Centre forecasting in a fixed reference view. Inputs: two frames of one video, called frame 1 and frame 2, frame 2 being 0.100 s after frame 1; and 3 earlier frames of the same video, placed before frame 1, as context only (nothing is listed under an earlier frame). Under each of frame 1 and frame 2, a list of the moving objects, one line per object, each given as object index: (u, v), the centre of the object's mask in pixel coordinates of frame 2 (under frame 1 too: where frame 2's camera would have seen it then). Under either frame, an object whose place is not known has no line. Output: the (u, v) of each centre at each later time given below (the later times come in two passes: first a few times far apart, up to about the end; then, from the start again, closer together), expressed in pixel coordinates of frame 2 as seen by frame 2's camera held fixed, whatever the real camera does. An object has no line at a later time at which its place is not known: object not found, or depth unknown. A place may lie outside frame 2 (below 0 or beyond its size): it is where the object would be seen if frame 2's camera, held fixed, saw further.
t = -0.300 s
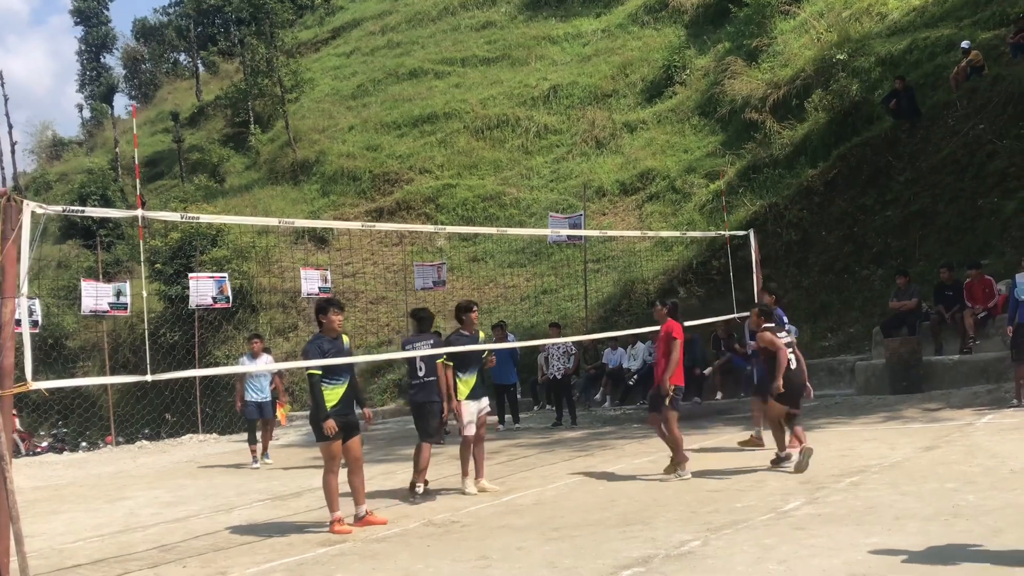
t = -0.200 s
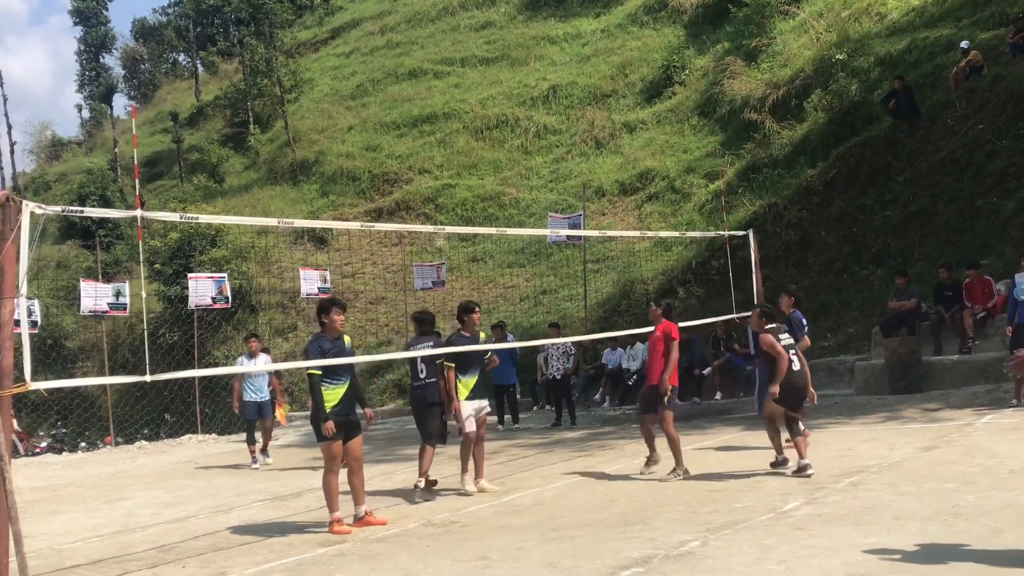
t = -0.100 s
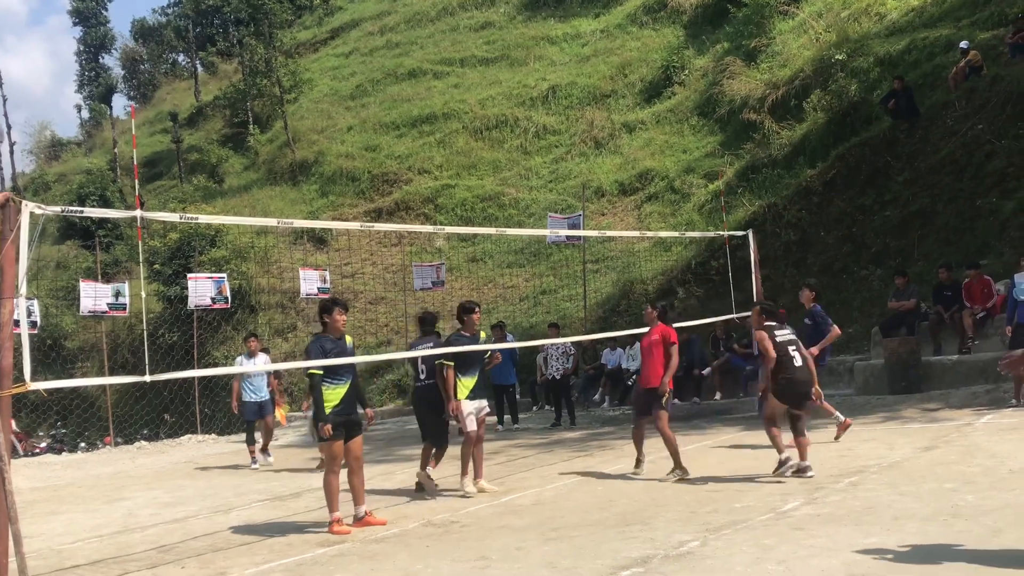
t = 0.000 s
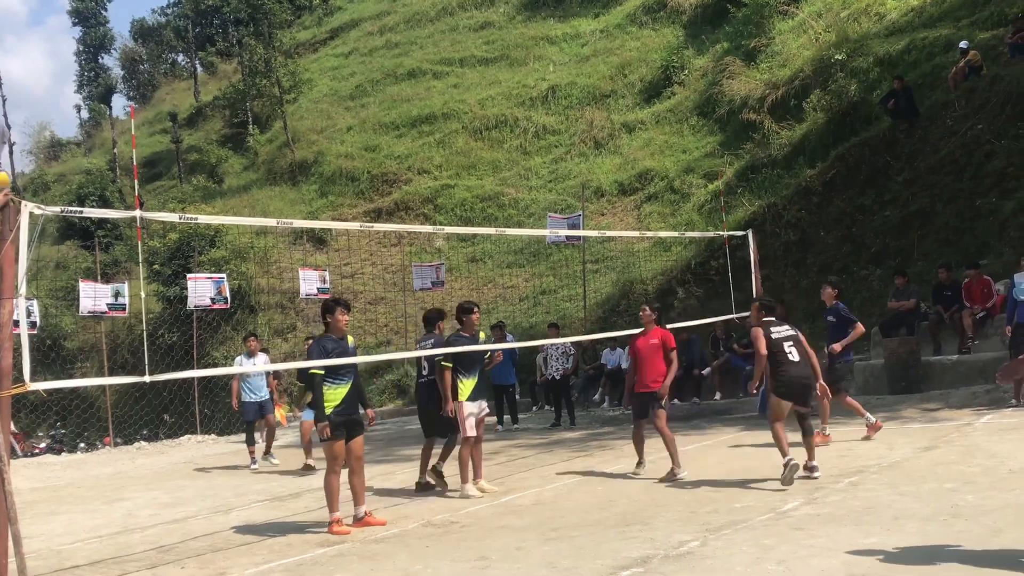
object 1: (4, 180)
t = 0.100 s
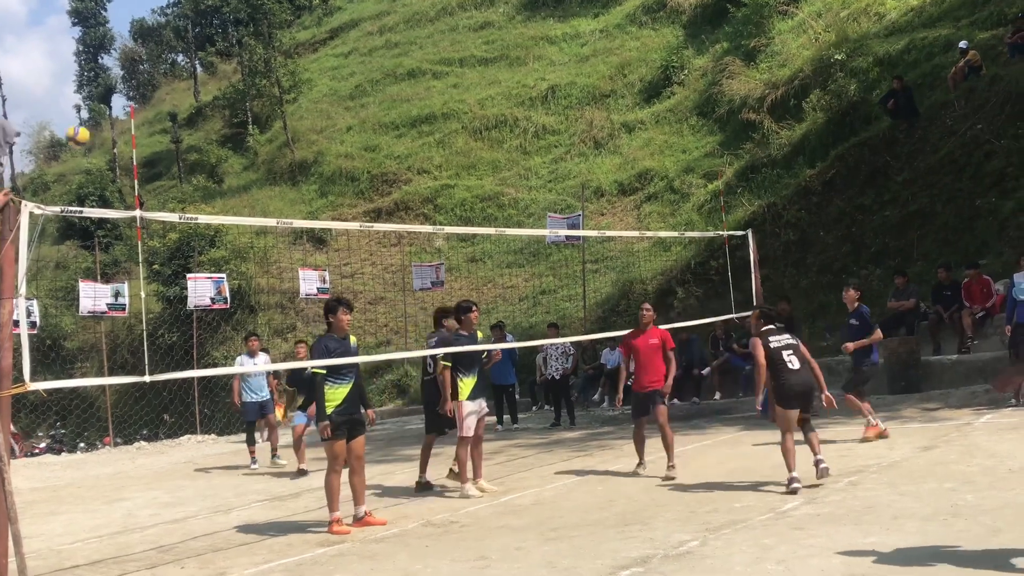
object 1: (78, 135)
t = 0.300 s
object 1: (261, 76)
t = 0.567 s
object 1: (577, 51)
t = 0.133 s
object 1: (105, 124)
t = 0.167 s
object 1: (134, 111)
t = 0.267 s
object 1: (227, 84)
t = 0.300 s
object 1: (261, 76)
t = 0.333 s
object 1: (296, 68)
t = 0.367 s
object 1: (332, 62)
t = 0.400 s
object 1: (369, 57)
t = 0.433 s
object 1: (409, 52)
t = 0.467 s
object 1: (448, 51)
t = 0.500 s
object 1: (489, 50)
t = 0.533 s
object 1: (532, 50)
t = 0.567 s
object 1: (577, 51)
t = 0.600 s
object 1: (624, 53)
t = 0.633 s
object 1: (673, 57)
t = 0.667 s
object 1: (724, 64)
